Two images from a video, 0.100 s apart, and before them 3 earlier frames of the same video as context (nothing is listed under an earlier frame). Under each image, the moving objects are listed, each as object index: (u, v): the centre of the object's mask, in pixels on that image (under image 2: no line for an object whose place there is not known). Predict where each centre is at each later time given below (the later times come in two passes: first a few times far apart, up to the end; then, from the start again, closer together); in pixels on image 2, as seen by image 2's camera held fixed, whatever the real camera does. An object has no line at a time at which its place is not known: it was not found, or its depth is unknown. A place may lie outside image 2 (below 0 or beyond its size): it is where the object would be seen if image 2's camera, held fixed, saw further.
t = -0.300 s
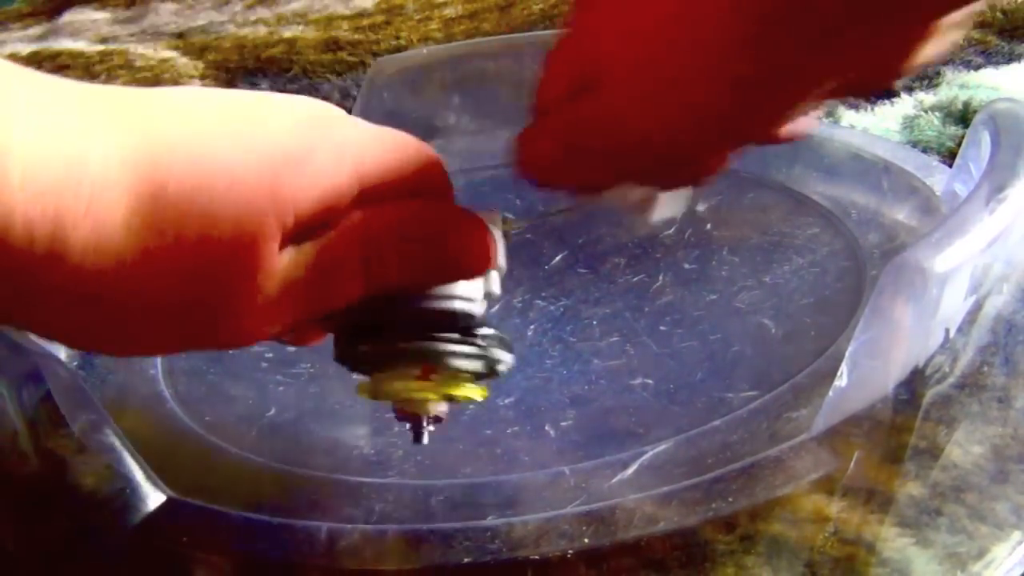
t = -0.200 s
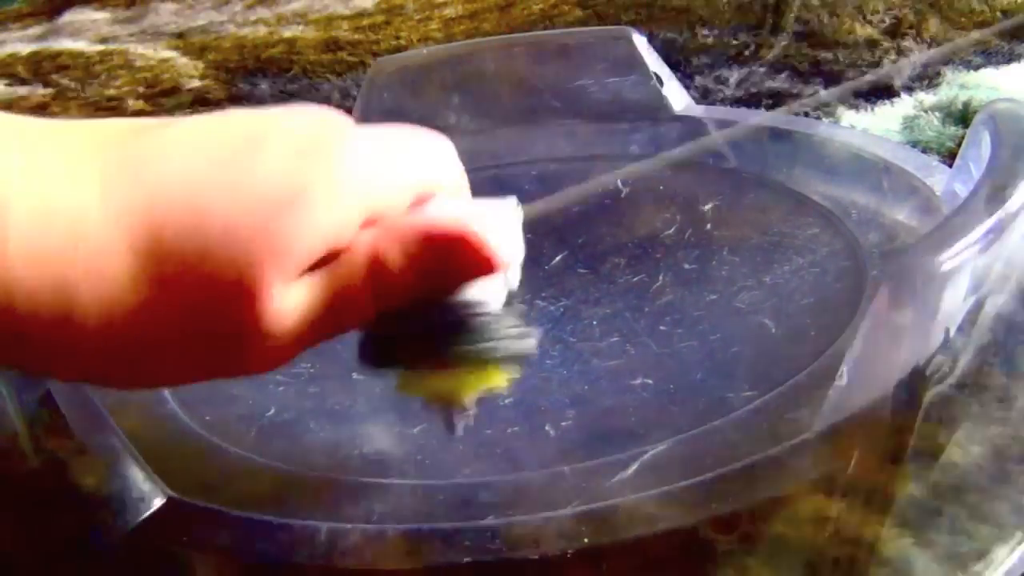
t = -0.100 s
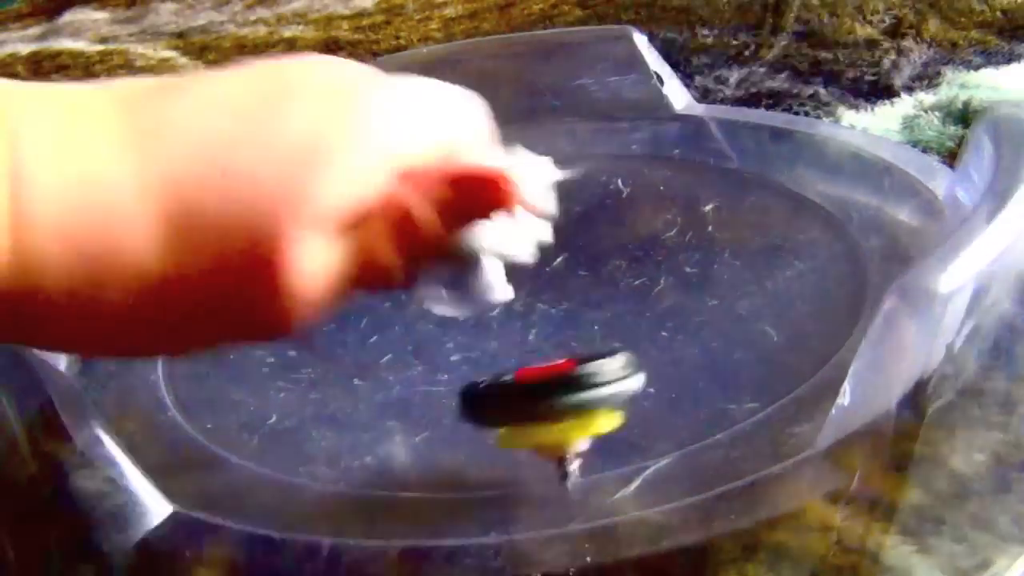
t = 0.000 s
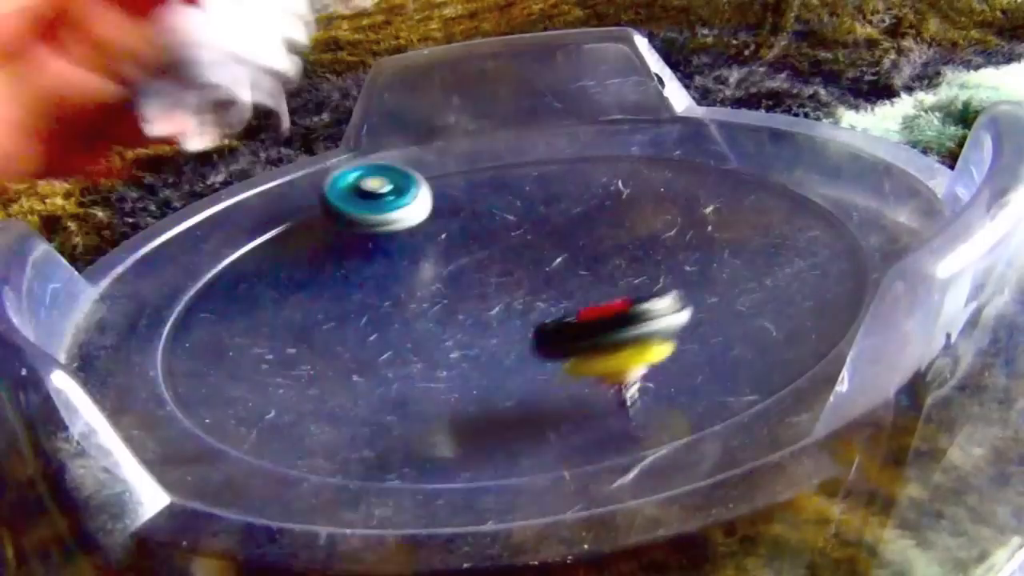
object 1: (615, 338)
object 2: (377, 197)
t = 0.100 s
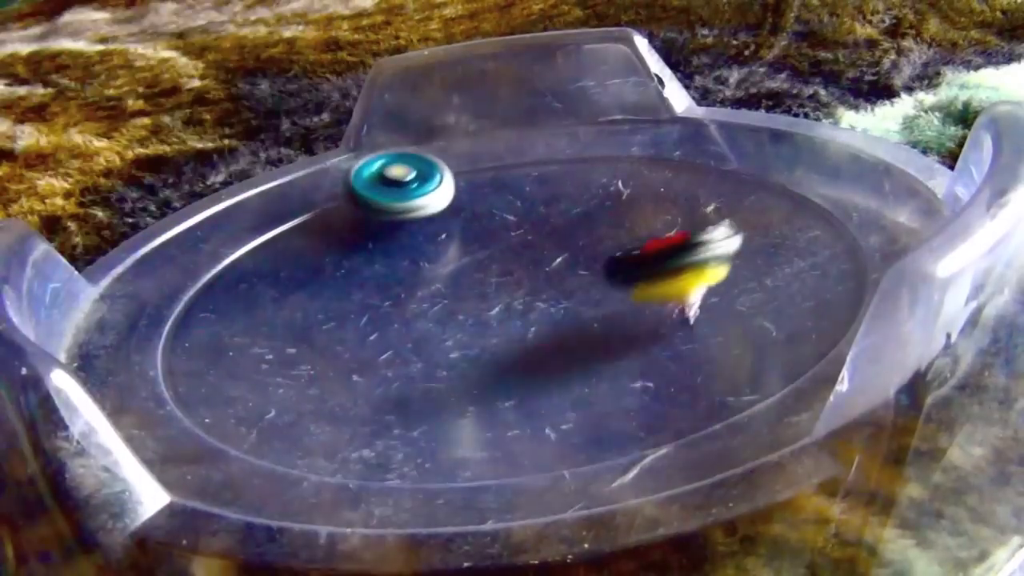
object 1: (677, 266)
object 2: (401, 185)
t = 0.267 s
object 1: (739, 159)
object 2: (418, 160)
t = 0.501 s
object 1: (731, 118)
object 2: (451, 154)
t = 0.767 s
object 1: (702, 100)
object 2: (493, 147)
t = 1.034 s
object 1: (690, 92)
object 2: (522, 162)
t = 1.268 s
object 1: (655, 102)
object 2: (532, 183)
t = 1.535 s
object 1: (539, 107)
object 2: (711, 176)
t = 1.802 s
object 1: (420, 124)
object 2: (696, 109)
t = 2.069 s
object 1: (330, 126)
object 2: (612, 192)
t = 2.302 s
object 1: (305, 138)
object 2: (739, 277)
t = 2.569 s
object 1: (256, 152)
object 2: (869, 137)
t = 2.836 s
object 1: (199, 178)
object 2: (526, 253)
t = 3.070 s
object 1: (163, 199)
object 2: (672, 376)
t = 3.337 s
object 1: (158, 222)
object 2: (780, 228)
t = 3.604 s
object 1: (341, 174)
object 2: (468, 311)
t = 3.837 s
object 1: (517, 203)
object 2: (674, 360)
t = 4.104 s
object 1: (497, 150)
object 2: (600, 361)
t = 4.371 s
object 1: (503, 113)
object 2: (257, 352)
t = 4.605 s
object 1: (635, 147)
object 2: (156, 371)
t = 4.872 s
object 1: (433, 333)
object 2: (131, 329)
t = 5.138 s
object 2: (304, 270)
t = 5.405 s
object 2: (322, 184)
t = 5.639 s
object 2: (361, 176)
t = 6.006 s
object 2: (402, 148)
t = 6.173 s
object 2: (423, 152)
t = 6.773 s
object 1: (506, 140)
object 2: (608, 137)
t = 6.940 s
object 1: (396, 149)
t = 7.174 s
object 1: (297, 193)
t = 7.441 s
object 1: (289, 191)
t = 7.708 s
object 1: (285, 200)
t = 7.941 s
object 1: (411, 254)
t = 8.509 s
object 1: (247, 307)
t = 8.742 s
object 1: (569, 249)
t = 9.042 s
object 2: (494, 320)
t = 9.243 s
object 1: (505, 360)
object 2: (300, 302)
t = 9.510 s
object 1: (516, 208)
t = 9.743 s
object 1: (703, 126)
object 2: (401, 320)
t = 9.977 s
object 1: (699, 217)
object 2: (378, 228)
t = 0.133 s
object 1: (693, 242)
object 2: (406, 177)
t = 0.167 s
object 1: (708, 219)
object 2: (412, 168)
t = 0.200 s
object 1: (720, 197)
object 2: (417, 158)
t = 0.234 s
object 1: (730, 177)
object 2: (418, 158)
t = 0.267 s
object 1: (739, 159)
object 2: (418, 160)
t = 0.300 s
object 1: (747, 144)
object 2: (421, 159)
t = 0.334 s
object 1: (748, 131)
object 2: (425, 158)
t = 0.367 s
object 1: (745, 129)
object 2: (426, 158)
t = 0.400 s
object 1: (741, 126)
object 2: (428, 159)
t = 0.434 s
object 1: (738, 123)
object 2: (434, 158)
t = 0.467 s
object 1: (735, 119)
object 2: (442, 157)
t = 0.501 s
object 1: (731, 118)
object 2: (451, 154)
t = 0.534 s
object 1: (727, 116)
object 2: (459, 150)
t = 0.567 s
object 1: (724, 114)
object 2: (460, 151)
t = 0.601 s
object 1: (720, 112)
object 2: (465, 152)
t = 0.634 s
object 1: (717, 109)
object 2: (473, 150)
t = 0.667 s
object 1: (713, 108)
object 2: (482, 148)
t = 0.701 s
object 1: (710, 105)
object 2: (488, 146)
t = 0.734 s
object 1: (706, 102)
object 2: (488, 147)
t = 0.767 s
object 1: (702, 100)
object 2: (493, 147)
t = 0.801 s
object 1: (698, 96)
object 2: (501, 145)
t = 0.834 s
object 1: (694, 94)
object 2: (509, 143)
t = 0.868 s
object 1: (696, 94)
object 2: (511, 142)
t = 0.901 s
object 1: (698, 95)
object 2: (508, 144)
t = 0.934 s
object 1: (698, 95)
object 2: (504, 147)
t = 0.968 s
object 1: (697, 95)
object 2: (507, 152)
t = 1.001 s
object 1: (694, 94)
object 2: (513, 157)
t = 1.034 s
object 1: (690, 92)
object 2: (522, 162)
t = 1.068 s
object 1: (688, 92)
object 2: (532, 166)
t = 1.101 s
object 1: (686, 94)
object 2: (540, 168)
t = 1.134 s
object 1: (681, 96)
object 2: (545, 168)
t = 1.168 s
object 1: (677, 96)
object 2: (545, 169)
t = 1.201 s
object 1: (670, 98)
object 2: (542, 170)
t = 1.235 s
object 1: (664, 100)
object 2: (538, 174)
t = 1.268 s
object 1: (655, 102)
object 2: (532, 183)
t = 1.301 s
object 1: (646, 103)
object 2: (531, 196)
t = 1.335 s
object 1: (635, 103)
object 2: (540, 209)
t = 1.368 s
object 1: (621, 104)
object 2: (559, 220)
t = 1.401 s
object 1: (608, 102)
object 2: (587, 226)
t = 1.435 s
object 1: (592, 103)
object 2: (622, 222)
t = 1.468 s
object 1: (575, 104)
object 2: (658, 213)
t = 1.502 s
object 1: (557, 105)
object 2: (688, 196)
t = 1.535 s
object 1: (539, 107)
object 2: (711, 176)
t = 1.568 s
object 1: (521, 108)
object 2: (729, 155)
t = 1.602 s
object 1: (505, 110)
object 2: (729, 133)
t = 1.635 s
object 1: (489, 111)
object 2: (723, 125)
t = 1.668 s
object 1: (474, 115)
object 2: (724, 112)
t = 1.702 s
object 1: (458, 117)
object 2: (726, 100)
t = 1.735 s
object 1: (445, 118)
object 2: (710, 99)
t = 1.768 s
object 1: (432, 122)
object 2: (700, 102)
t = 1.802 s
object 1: (420, 124)
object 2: (696, 109)
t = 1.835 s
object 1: (408, 127)
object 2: (695, 116)
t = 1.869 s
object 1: (396, 129)
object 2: (696, 122)
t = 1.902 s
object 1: (384, 130)
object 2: (694, 129)
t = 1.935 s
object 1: (372, 131)
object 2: (688, 135)
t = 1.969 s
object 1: (360, 131)
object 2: (674, 147)
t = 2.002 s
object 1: (350, 130)
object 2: (657, 157)
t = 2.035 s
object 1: (338, 128)
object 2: (636, 174)
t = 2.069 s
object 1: (330, 126)
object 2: (612, 192)
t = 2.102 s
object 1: (329, 129)
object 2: (593, 215)
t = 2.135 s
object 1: (327, 132)
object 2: (584, 238)
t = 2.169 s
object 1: (325, 133)
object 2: (587, 262)
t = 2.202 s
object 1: (322, 135)
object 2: (606, 278)
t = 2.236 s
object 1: (317, 137)
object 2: (638, 288)
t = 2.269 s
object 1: (311, 138)
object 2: (684, 287)
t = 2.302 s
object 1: (305, 138)
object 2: (739, 277)
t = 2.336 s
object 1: (298, 138)
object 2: (795, 257)
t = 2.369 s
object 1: (291, 139)
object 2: (843, 234)
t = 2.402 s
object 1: (289, 141)
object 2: (864, 203)
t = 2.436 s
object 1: (286, 143)
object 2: (873, 187)
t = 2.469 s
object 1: (282, 145)
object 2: (884, 170)
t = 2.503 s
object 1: (275, 149)
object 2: (890, 154)
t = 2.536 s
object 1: (266, 151)
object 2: (892, 143)
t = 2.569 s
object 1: (256, 152)
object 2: (869, 137)
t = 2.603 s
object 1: (249, 154)
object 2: (837, 135)
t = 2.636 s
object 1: (246, 158)
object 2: (800, 138)
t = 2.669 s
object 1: (241, 162)
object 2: (756, 146)
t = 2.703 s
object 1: (234, 165)
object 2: (710, 164)
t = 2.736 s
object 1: (226, 170)
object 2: (664, 179)
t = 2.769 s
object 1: (216, 173)
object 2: (615, 199)
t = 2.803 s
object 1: (205, 175)
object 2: (568, 224)
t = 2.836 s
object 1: (199, 178)
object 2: (526, 253)
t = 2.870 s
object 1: (196, 182)
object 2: (495, 279)
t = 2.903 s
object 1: (189, 185)
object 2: (476, 306)
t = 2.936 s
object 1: (183, 187)
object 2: (474, 335)
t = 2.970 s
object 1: (174, 191)
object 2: (491, 362)
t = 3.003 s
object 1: (170, 192)
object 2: (533, 377)
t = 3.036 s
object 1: (168, 195)
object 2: (597, 381)
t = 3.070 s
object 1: (163, 199)
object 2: (672, 376)
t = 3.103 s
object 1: (156, 202)
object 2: (746, 352)
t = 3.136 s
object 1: (150, 205)
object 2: (789, 329)
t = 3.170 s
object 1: (144, 206)
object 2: (821, 304)
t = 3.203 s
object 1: (144, 209)
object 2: (832, 285)
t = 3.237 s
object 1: (145, 213)
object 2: (840, 266)
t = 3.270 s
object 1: (146, 216)
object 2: (842, 250)
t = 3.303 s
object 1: (149, 219)
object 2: (821, 237)
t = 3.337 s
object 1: (158, 222)
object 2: (780, 228)
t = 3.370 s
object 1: (171, 222)
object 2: (733, 225)
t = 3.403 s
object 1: (191, 224)
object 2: (676, 226)
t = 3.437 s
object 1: (217, 228)
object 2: (618, 232)
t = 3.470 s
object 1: (255, 234)
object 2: (556, 244)
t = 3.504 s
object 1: (297, 238)
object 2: (495, 259)
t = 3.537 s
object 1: (344, 239)
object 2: (442, 277)
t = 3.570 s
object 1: (342, 198)
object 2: (448, 284)
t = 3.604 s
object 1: (341, 174)
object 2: (468, 311)
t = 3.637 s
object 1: (346, 175)
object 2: (493, 363)
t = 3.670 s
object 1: (356, 193)
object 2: (515, 376)
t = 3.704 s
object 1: (374, 187)
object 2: (542, 386)
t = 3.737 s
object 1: (402, 185)
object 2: (575, 387)
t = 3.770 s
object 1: (436, 186)
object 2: (613, 384)
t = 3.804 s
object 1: (479, 193)
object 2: (647, 375)
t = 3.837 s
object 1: (517, 203)
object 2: (674, 360)
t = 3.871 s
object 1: (554, 218)
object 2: (687, 343)
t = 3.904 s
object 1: (584, 236)
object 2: (685, 327)
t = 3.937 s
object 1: (602, 253)
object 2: (667, 313)
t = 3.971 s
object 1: (584, 202)
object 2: (659, 314)
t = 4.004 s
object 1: (557, 151)
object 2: (663, 336)
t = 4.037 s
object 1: (531, 123)
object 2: (652, 355)
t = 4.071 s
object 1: (511, 124)
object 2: (628, 361)
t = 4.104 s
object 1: (497, 150)
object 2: (600, 361)
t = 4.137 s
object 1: (483, 138)
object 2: (574, 352)
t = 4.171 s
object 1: (472, 129)
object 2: (541, 349)
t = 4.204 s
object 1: (468, 125)
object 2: (501, 345)
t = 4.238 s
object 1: (468, 124)
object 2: (455, 341)
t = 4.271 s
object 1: (473, 123)
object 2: (406, 340)
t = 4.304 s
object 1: (481, 121)
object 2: (358, 342)
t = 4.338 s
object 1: (492, 117)
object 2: (305, 346)
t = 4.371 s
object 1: (503, 113)
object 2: (257, 352)
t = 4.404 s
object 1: (516, 108)
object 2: (205, 361)
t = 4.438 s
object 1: (532, 109)
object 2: (173, 360)
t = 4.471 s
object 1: (548, 111)
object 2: (165, 375)
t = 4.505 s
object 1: (567, 113)
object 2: (161, 378)
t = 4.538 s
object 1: (589, 121)
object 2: (162, 378)
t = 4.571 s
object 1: (614, 132)
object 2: (157, 375)
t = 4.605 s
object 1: (635, 147)
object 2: (156, 371)
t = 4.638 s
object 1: (652, 168)
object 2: (150, 367)
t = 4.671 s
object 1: (660, 195)
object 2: (148, 362)
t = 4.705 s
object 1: (656, 223)
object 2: (147, 355)
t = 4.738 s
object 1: (637, 253)
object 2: (144, 350)
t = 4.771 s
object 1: (604, 281)
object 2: (141, 345)
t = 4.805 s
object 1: (554, 307)
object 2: (135, 340)
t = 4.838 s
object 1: (497, 324)
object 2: (129, 334)
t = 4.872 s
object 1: (433, 333)
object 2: (131, 329)
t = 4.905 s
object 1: (371, 334)
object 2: (132, 322)
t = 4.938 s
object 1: (311, 328)
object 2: (135, 316)
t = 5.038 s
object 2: (211, 291)
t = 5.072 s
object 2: (247, 286)
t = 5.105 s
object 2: (277, 278)
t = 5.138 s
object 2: (304, 270)
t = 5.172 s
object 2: (324, 259)
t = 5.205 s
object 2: (337, 246)
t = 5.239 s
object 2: (340, 233)
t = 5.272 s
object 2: (337, 219)
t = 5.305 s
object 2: (333, 206)
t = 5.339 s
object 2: (328, 192)
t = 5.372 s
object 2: (323, 182)
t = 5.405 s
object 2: (322, 184)
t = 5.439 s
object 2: (320, 192)
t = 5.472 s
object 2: (324, 190)
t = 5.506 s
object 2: (329, 185)
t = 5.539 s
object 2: (338, 185)
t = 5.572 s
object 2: (346, 181)
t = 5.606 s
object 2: (353, 177)
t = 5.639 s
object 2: (361, 176)
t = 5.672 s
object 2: (369, 172)
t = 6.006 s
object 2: (402, 148)
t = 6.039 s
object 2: (416, 147)
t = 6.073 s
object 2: (423, 147)
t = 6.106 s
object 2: (427, 146)
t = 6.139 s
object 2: (428, 147)
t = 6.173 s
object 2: (423, 152)
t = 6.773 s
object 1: (506, 140)
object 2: (608, 137)
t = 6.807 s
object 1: (514, 123)
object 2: (612, 136)
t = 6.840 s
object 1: (526, 129)
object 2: (615, 145)
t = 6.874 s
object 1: (485, 139)
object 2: (648, 146)
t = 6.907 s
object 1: (439, 149)
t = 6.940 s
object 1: (396, 149)
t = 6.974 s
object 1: (366, 157)
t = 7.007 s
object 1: (345, 166)
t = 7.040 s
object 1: (329, 174)
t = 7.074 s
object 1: (317, 180)
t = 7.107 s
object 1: (309, 186)
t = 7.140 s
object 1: (303, 189)
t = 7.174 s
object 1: (297, 193)
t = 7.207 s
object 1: (294, 194)
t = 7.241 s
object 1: (291, 194)
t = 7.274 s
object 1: (288, 194)
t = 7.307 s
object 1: (284, 194)
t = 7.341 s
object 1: (280, 193)
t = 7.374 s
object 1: (277, 192)
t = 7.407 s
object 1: (283, 191)
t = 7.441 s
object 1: (289, 191)
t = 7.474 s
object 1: (292, 192)
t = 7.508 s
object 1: (293, 193)
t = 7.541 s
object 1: (292, 194)
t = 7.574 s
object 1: (290, 195)
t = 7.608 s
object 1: (286, 196)
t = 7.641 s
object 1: (283, 197)
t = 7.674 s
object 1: (283, 199)
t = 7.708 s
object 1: (285, 200)
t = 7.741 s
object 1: (293, 205)
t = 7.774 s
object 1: (303, 208)
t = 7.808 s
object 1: (319, 214)
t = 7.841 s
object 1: (341, 221)
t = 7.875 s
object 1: (366, 230)
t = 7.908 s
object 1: (391, 242)
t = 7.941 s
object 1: (411, 254)
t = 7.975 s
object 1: (429, 270)
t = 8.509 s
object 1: (247, 307)
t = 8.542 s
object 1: (286, 294)
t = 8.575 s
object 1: (331, 283)
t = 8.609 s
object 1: (379, 272)
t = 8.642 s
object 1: (428, 265)
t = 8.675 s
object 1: (476, 259)
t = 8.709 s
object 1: (525, 253)
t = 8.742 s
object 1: (569, 249)
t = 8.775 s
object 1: (612, 247)
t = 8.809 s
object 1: (651, 246)
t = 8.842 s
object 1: (688, 248)
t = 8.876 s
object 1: (720, 253)
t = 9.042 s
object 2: (494, 320)
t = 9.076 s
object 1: (758, 323)
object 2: (467, 313)
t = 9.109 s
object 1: (712, 339)
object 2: (437, 308)
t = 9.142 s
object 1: (663, 352)
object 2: (403, 304)
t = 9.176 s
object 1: (607, 360)
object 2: (368, 303)
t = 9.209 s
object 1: (554, 362)
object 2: (334, 302)
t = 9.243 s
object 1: (505, 360)
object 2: (300, 302)
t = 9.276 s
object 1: (471, 350)
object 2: (269, 305)
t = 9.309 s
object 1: (448, 333)
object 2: (243, 309)
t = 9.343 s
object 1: (440, 313)
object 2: (216, 314)
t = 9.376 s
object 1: (442, 291)
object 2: (192, 319)
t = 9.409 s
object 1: (452, 270)
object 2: (173, 324)
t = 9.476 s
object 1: (491, 228)
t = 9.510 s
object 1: (516, 208)
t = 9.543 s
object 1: (542, 191)
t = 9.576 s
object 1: (570, 174)
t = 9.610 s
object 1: (600, 159)
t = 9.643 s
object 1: (629, 143)
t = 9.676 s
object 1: (657, 132)
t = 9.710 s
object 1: (685, 123)
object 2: (378, 333)
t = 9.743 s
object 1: (703, 126)
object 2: (401, 320)
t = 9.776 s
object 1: (721, 135)
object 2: (413, 307)
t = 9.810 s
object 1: (735, 142)
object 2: (419, 293)
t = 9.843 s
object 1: (743, 151)
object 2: (419, 278)
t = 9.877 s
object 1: (745, 163)
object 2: (415, 264)
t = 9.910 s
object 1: (739, 177)
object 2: (405, 251)
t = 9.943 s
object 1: (724, 195)
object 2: (394, 239)
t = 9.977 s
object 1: (699, 217)
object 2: (378, 228)
